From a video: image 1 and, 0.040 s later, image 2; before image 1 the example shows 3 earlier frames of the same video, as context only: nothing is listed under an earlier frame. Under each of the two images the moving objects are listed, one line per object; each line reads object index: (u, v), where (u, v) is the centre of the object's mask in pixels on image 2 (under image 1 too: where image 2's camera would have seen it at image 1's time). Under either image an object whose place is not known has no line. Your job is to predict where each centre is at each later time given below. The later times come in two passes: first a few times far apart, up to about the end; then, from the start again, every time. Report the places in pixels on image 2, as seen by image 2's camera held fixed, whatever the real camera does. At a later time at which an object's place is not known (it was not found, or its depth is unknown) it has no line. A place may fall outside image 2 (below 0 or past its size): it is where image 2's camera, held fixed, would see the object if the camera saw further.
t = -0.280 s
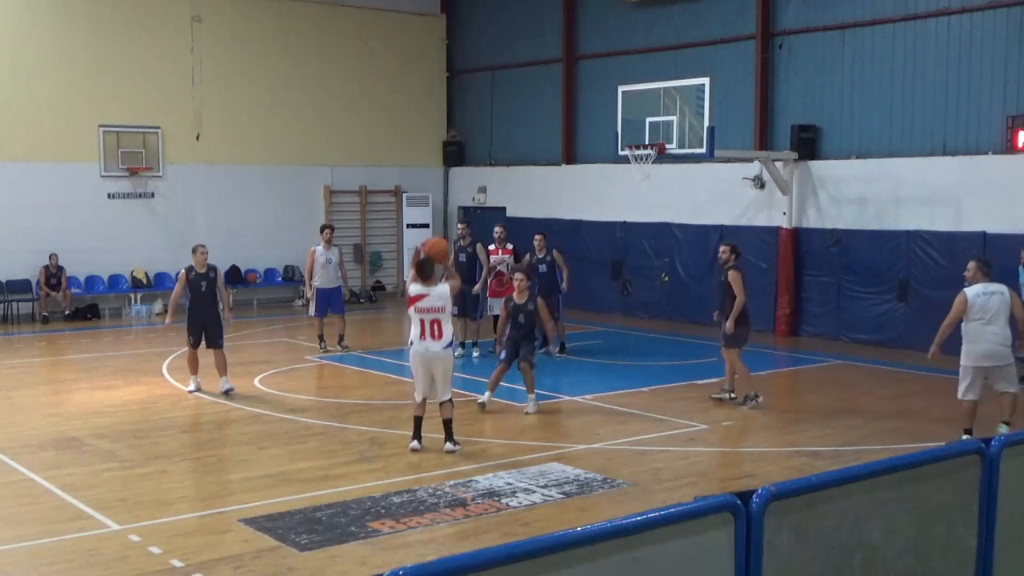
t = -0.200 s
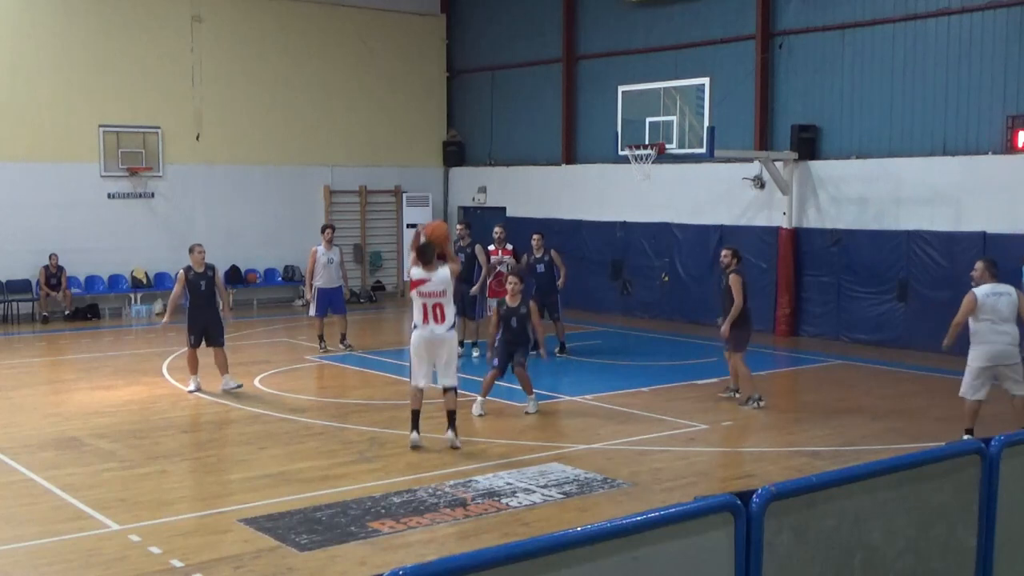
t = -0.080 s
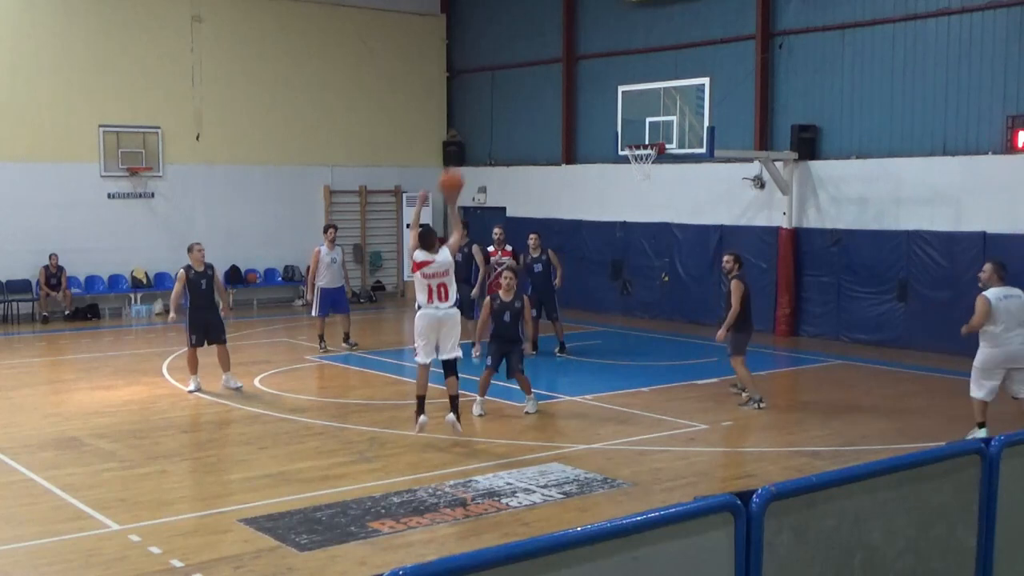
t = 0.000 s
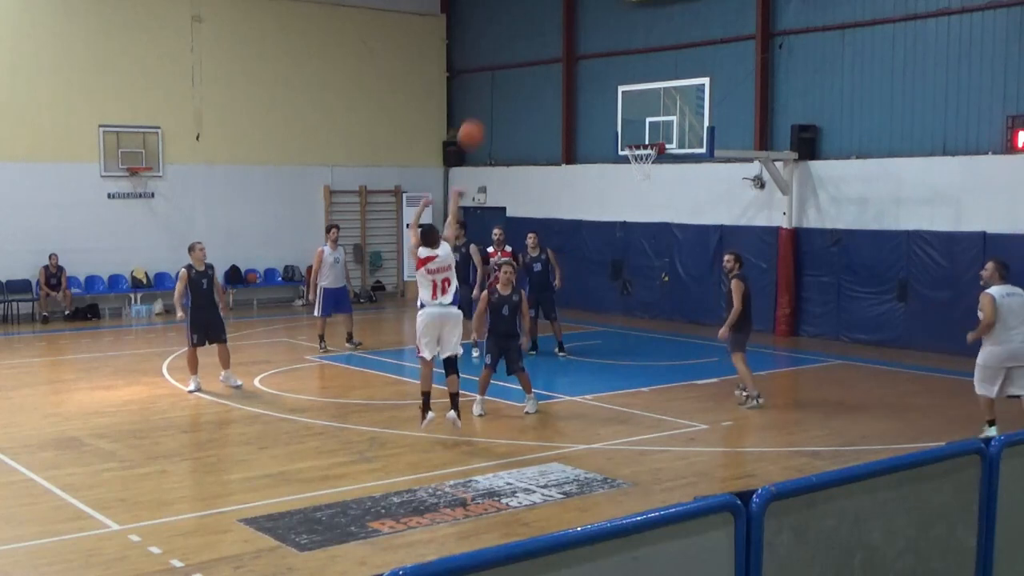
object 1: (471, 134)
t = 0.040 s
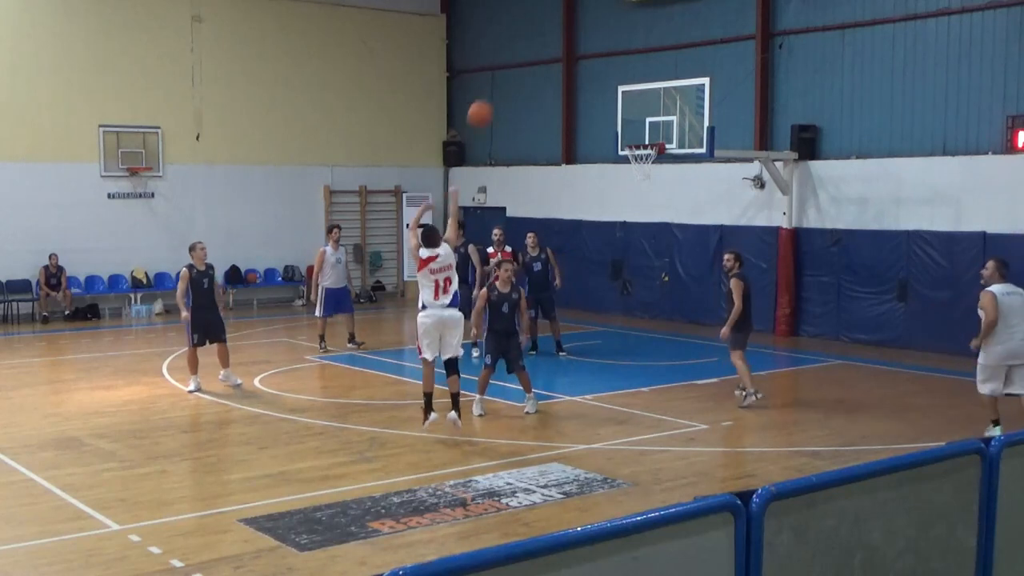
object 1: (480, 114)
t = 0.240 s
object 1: (524, 43)
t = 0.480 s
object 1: (568, 18)
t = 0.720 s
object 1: (603, 39)
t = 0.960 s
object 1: (633, 99)
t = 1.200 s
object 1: (661, 119)
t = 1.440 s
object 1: (698, 103)
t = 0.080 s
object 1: (489, 96)
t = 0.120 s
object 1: (499, 79)
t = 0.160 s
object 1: (507, 65)
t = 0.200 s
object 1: (516, 53)
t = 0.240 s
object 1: (524, 43)
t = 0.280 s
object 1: (532, 35)
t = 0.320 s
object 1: (539, 28)
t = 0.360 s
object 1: (546, 23)
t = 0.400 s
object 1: (554, 20)
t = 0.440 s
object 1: (561, 18)
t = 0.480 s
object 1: (568, 18)
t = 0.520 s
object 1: (574, 18)
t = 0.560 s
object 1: (580, 20)
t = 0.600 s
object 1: (586, 23)
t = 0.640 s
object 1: (592, 28)
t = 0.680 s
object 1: (597, 33)
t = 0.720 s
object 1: (603, 39)
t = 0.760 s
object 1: (608, 46)
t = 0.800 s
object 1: (613, 55)
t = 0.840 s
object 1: (618, 65)
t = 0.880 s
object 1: (623, 75)
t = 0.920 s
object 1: (629, 86)
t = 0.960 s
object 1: (633, 99)
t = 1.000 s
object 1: (637, 112)
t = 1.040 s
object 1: (641, 125)
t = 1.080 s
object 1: (645, 138)
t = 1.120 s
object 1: (650, 133)
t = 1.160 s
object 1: (657, 125)
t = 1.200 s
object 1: (661, 119)
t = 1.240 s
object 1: (668, 113)
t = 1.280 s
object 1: (674, 109)
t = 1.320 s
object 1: (680, 105)
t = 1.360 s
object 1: (686, 104)
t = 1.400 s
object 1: (692, 103)
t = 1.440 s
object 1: (698, 103)
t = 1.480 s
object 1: (705, 104)
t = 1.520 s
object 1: (712, 106)
